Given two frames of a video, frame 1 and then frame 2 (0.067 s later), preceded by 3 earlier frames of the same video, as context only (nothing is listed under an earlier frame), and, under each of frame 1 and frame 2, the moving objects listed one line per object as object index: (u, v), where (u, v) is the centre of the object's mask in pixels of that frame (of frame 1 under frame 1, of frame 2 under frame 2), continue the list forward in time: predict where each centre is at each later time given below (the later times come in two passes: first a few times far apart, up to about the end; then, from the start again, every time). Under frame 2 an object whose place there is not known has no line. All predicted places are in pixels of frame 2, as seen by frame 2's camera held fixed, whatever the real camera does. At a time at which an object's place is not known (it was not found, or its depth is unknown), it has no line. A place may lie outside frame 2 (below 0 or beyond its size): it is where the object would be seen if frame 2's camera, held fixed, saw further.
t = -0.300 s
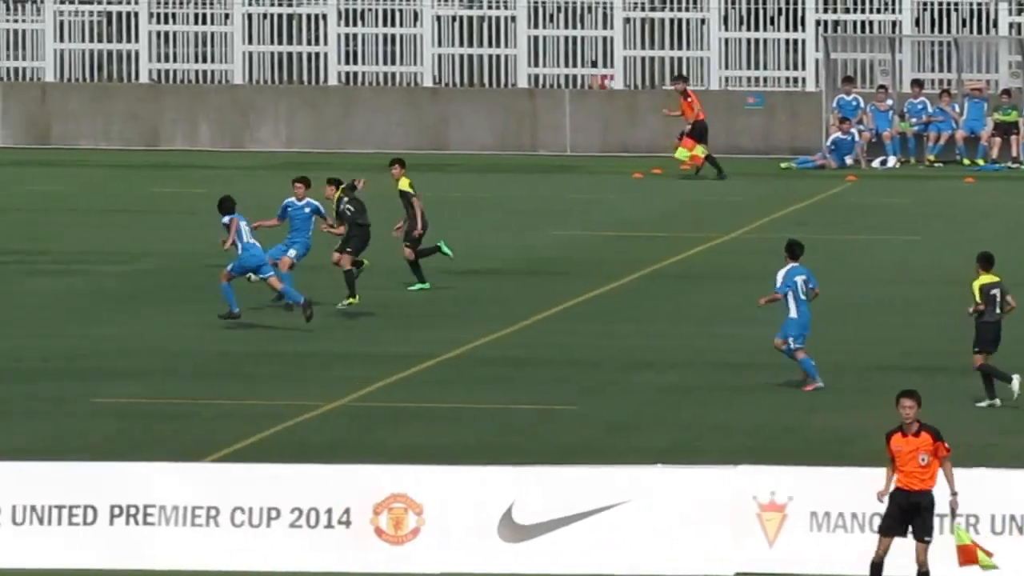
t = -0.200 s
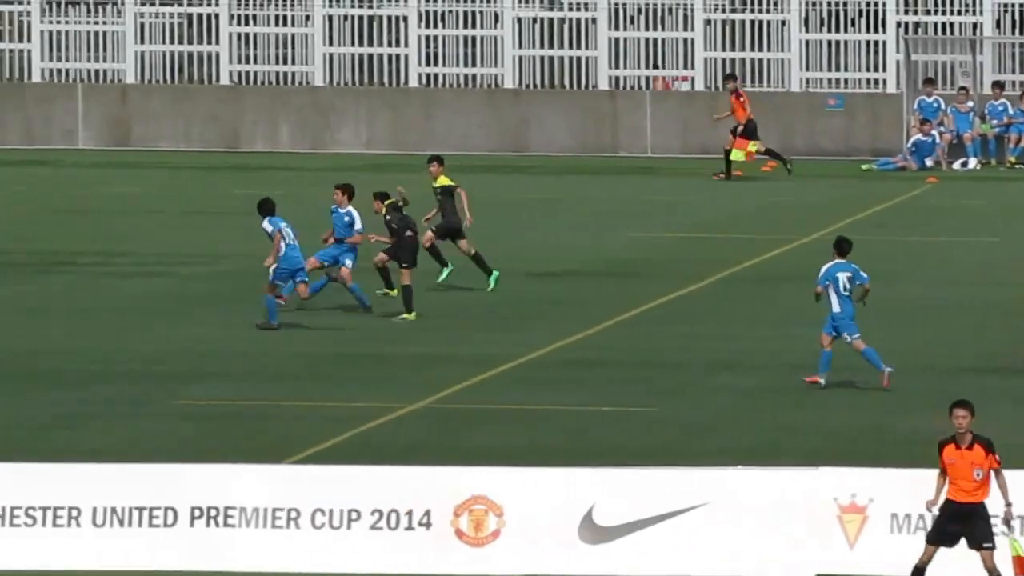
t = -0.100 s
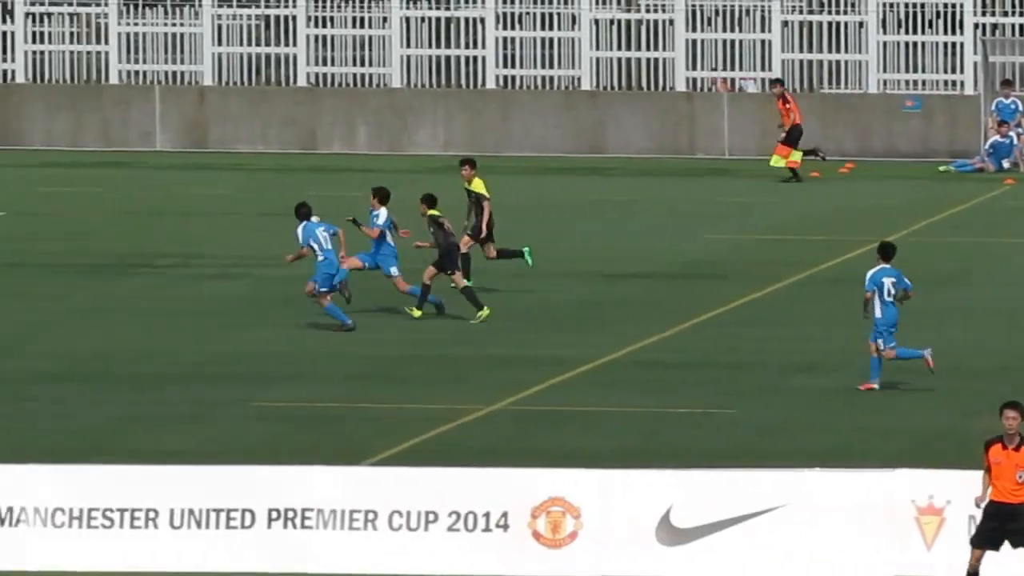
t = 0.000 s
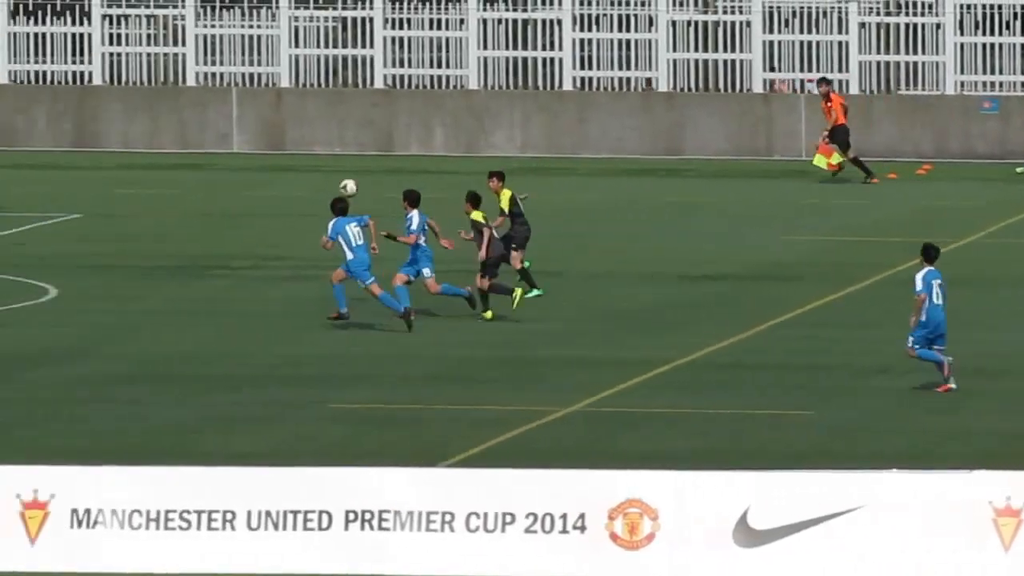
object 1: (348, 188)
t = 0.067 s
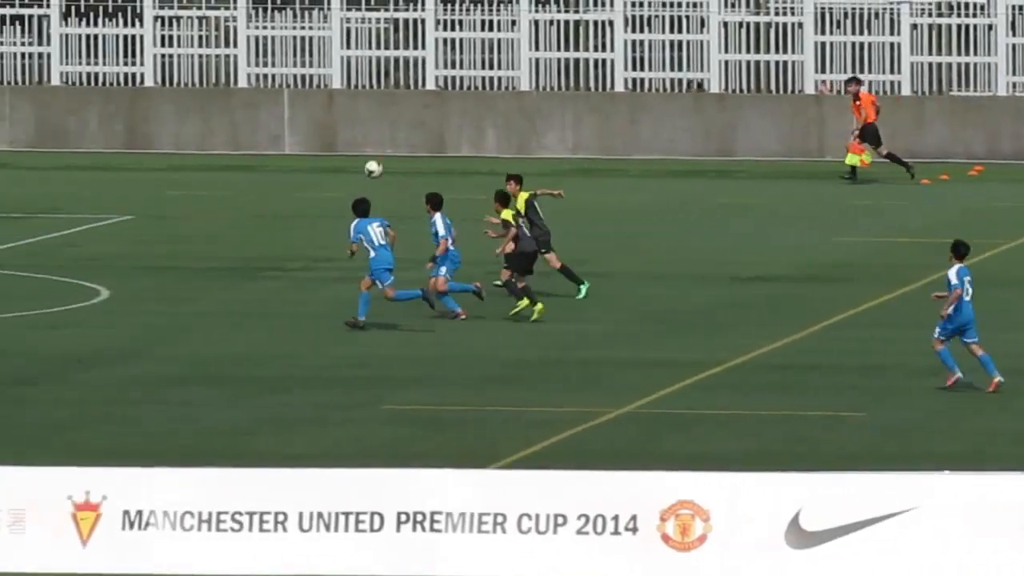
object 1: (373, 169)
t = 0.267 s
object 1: (294, 135)
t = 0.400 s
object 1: (244, 133)
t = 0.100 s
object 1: (360, 161)
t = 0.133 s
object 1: (347, 153)
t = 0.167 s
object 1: (333, 147)
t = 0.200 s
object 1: (320, 142)
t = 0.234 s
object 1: (308, 138)
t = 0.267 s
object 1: (294, 135)
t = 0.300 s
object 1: (282, 133)
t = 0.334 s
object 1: (269, 132)
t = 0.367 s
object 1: (257, 133)
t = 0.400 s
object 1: (244, 133)
